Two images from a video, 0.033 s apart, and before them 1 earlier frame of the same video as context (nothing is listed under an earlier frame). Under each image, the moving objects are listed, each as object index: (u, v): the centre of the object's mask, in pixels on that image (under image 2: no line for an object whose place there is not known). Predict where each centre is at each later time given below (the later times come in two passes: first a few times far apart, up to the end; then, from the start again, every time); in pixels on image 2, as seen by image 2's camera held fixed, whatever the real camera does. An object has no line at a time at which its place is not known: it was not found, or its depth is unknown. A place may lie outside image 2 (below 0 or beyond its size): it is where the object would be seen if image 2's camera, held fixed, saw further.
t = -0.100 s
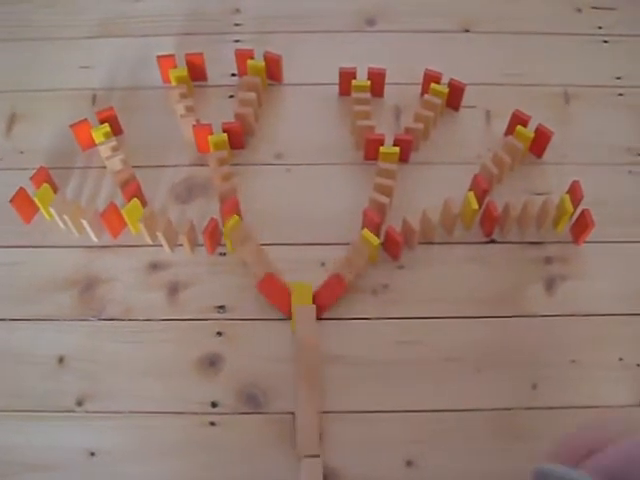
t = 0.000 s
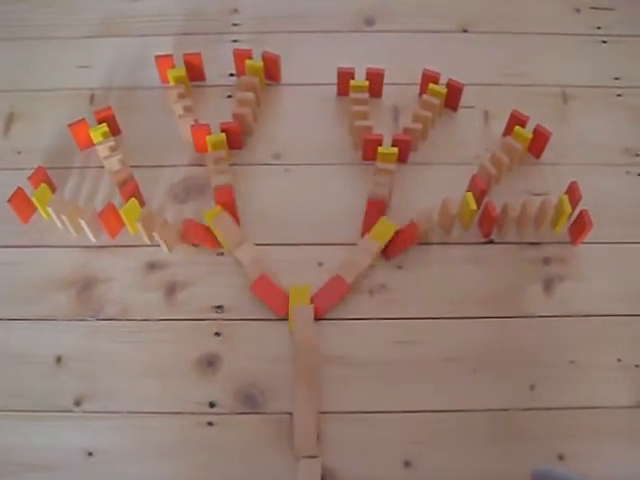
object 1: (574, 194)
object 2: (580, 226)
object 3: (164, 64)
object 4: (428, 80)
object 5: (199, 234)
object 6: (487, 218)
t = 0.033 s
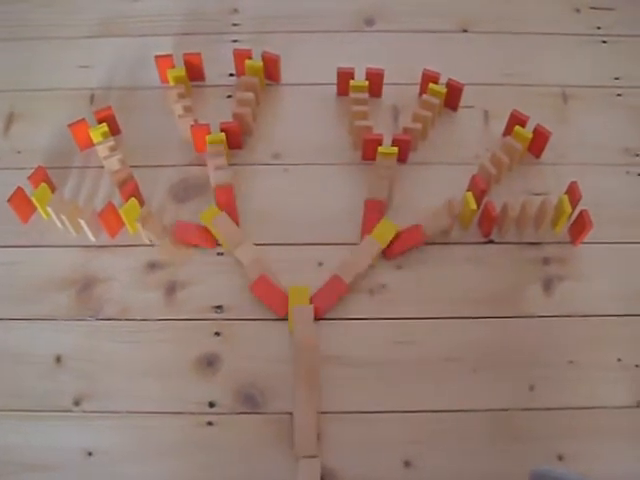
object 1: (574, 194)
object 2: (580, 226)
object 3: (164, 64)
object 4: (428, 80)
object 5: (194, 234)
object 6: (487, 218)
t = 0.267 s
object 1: (579, 192)
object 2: (586, 233)
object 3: (162, 59)
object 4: (425, 77)
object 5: (186, 233)
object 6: (499, 227)
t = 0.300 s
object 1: (580, 190)
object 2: (593, 243)
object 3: (159, 61)
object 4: (420, 77)
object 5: (186, 233)
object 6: (498, 228)
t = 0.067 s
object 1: (574, 194)
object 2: (580, 226)
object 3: (164, 64)
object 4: (428, 80)
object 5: (190, 236)
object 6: (488, 220)
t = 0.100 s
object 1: (574, 194)
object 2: (580, 226)
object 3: (163, 64)
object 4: (428, 80)
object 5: (188, 235)
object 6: (492, 218)
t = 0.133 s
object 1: (574, 194)
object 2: (580, 226)
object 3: (163, 64)
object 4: (428, 80)
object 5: (187, 234)
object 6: (494, 220)
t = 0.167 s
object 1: (574, 194)
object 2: (580, 226)
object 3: (164, 64)
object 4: (428, 80)
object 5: (187, 233)
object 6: (498, 222)
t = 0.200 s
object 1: (574, 191)
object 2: (580, 227)
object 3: (163, 63)
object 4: (428, 80)
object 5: (186, 233)
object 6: (500, 225)
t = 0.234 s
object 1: (577, 191)
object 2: (582, 228)
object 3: (163, 61)
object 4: (428, 79)
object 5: (186, 233)
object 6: (500, 226)
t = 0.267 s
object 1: (579, 192)
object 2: (586, 233)
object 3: (162, 59)
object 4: (425, 77)
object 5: (186, 233)
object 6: (499, 227)
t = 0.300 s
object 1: (580, 190)
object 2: (593, 243)
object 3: (159, 61)
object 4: (420, 77)
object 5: (186, 233)
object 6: (498, 228)
